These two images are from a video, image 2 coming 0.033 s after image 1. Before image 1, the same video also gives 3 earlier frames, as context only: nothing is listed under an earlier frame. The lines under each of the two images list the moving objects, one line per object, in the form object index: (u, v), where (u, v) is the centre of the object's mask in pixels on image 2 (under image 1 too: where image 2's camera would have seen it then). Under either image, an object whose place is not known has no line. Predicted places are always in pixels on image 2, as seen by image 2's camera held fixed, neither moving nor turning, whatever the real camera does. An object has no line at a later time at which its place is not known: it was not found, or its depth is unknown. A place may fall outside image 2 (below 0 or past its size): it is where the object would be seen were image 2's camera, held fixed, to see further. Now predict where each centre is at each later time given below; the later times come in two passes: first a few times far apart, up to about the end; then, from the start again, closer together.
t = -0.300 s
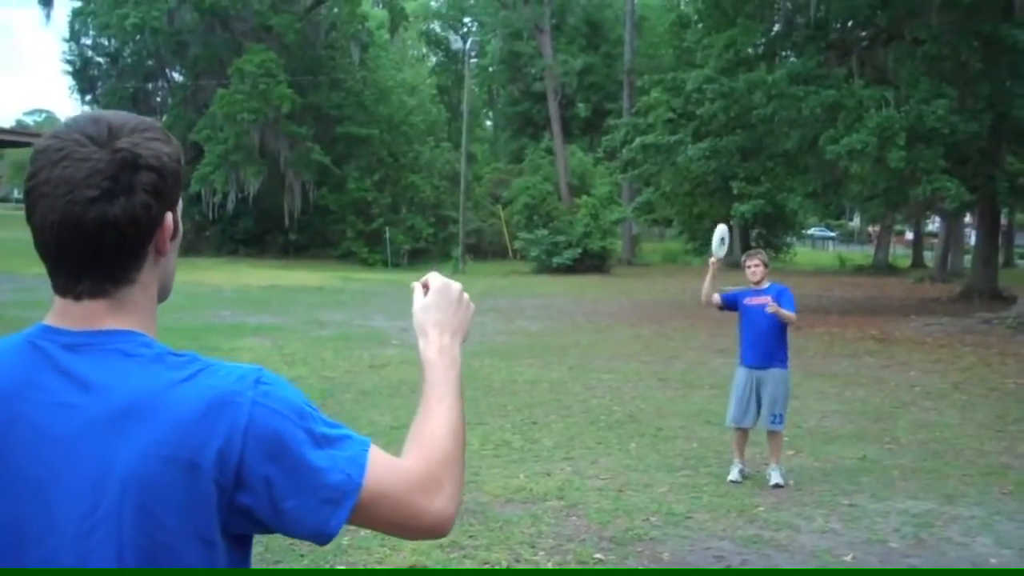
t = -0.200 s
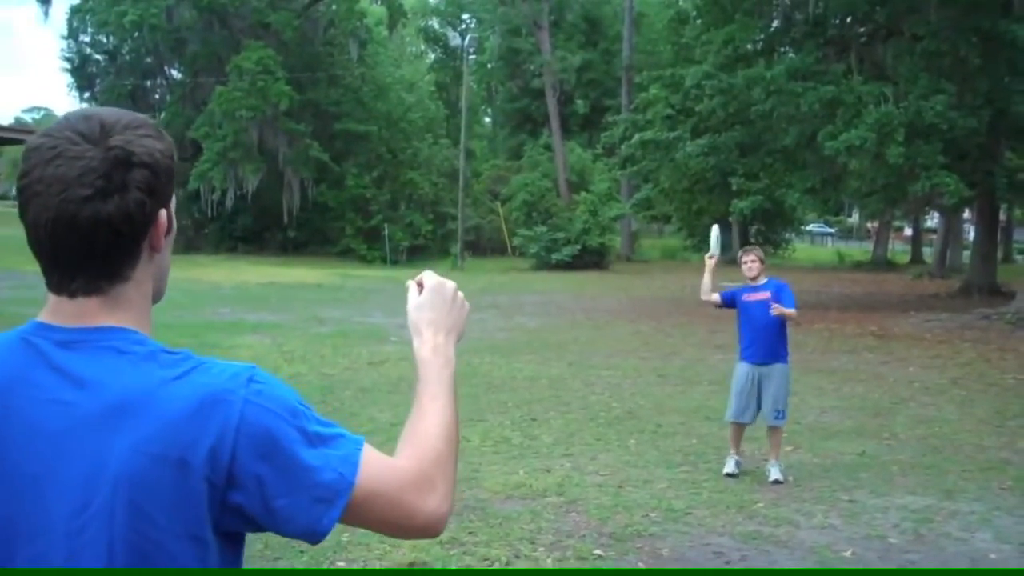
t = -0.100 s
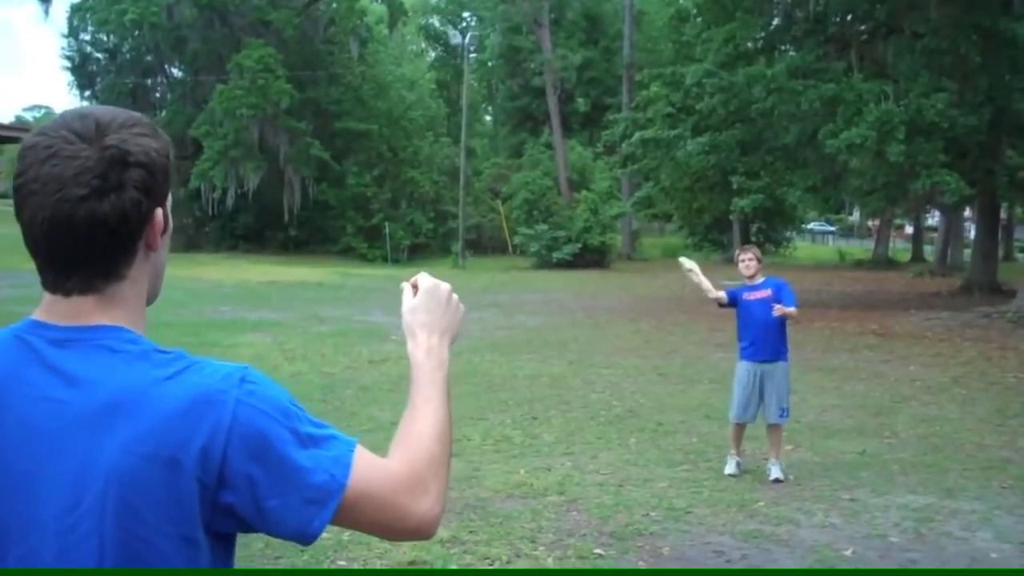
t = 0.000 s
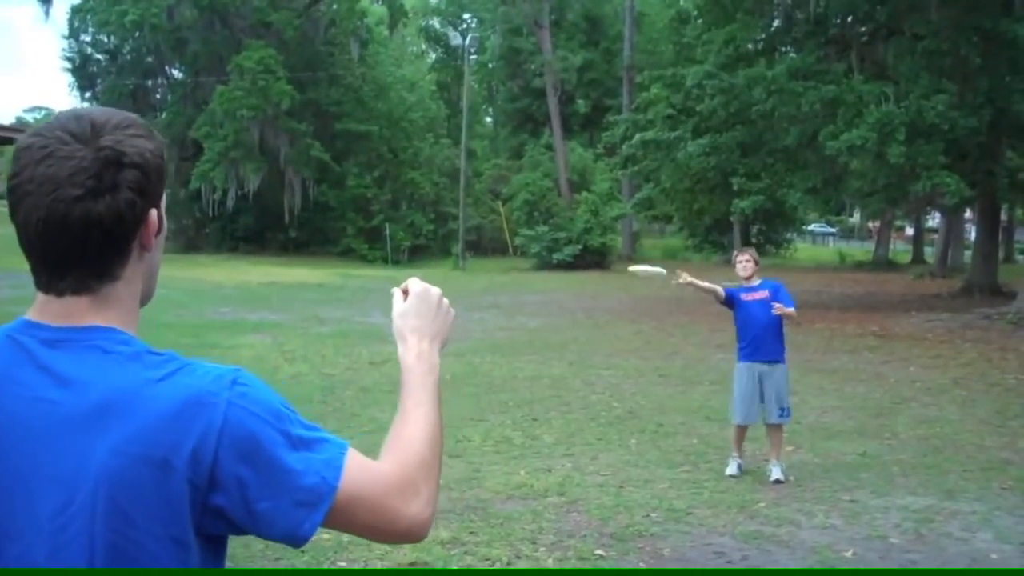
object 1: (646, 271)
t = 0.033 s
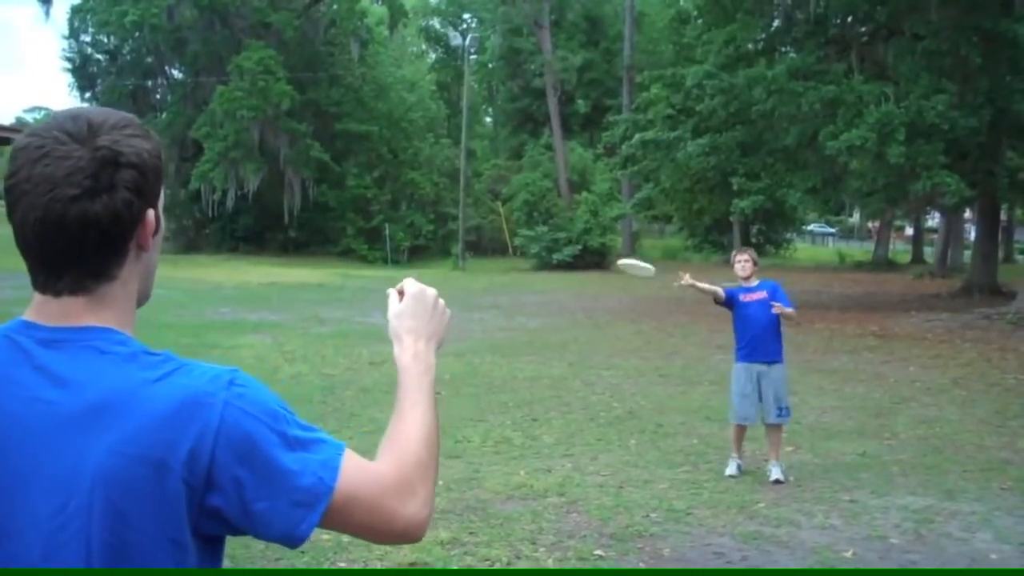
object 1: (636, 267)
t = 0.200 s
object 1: (577, 249)
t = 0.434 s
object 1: (473, 229)
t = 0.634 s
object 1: (348, 230)
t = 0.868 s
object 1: (124, 278)
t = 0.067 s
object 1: (624, 264)
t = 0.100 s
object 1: (614, 260)
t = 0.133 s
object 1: (602, 256)
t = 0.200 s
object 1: (577, 249)
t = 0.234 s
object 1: (565, 245)
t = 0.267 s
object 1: (551, 242)
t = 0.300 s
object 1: (536, 240)
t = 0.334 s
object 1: (522, 236)
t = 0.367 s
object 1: (507, 232)
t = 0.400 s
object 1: (490, 231)
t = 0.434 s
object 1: (473, 229)
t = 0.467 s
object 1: (457, 228)
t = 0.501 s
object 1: (437, 227)
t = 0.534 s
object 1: (416, 227)
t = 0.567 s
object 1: (394, 228)
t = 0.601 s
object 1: (373, 230)
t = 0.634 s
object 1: (348, 230)
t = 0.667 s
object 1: (324, 235)
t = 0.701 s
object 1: (296, 239)
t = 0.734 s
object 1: (266, 242)
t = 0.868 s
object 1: (124, 278)
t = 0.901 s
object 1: (81, 294)
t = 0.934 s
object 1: (53, 308)
